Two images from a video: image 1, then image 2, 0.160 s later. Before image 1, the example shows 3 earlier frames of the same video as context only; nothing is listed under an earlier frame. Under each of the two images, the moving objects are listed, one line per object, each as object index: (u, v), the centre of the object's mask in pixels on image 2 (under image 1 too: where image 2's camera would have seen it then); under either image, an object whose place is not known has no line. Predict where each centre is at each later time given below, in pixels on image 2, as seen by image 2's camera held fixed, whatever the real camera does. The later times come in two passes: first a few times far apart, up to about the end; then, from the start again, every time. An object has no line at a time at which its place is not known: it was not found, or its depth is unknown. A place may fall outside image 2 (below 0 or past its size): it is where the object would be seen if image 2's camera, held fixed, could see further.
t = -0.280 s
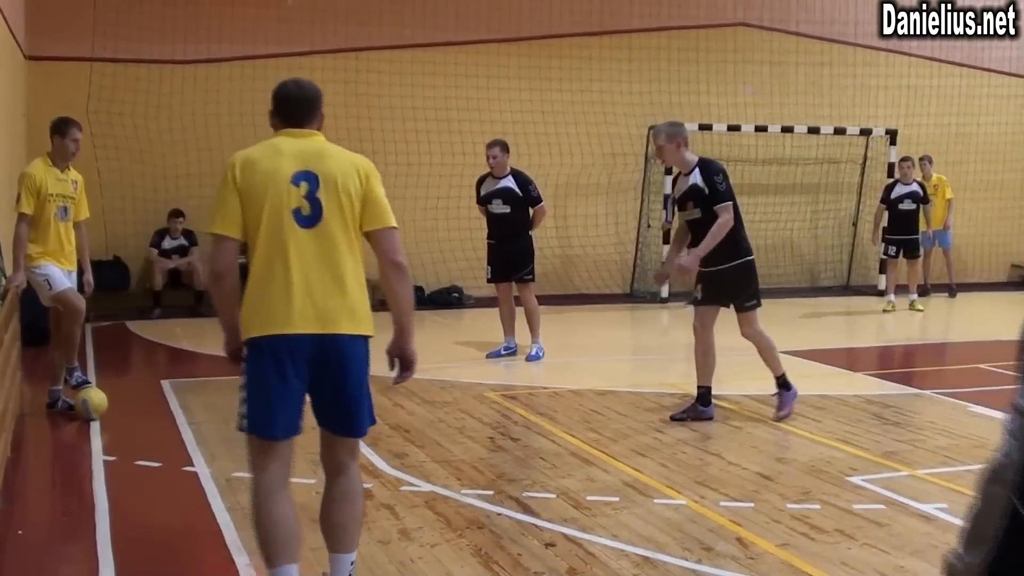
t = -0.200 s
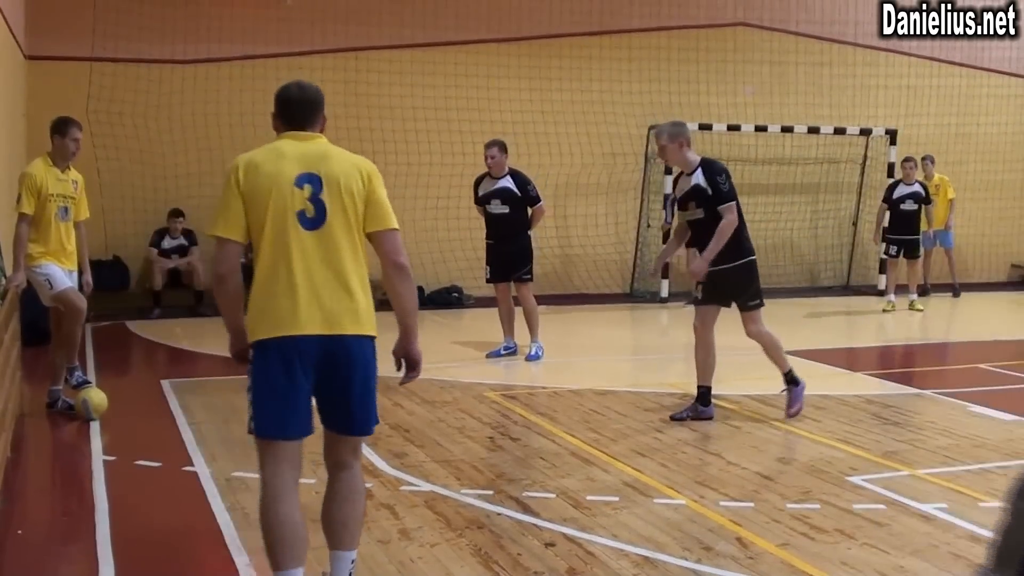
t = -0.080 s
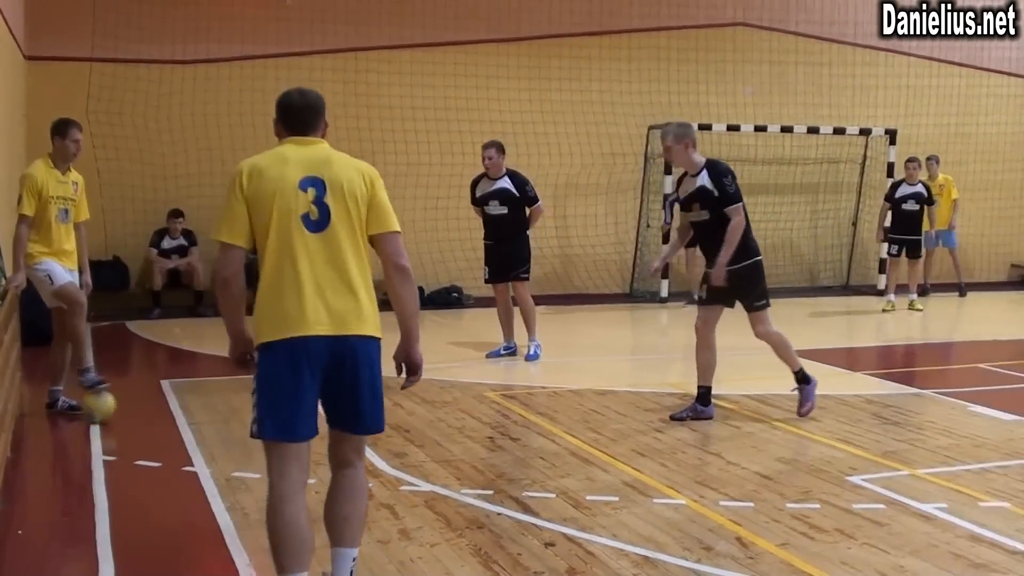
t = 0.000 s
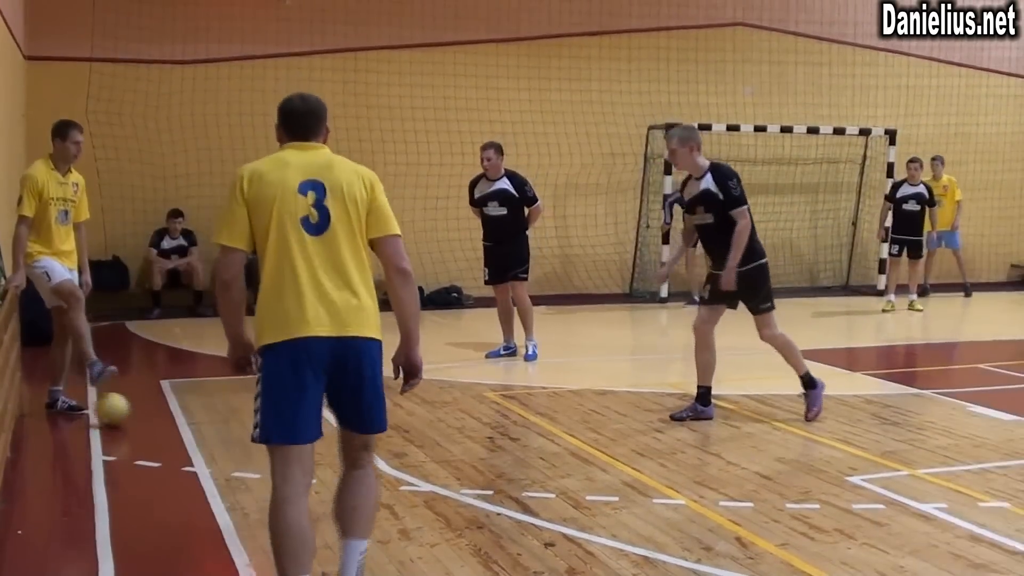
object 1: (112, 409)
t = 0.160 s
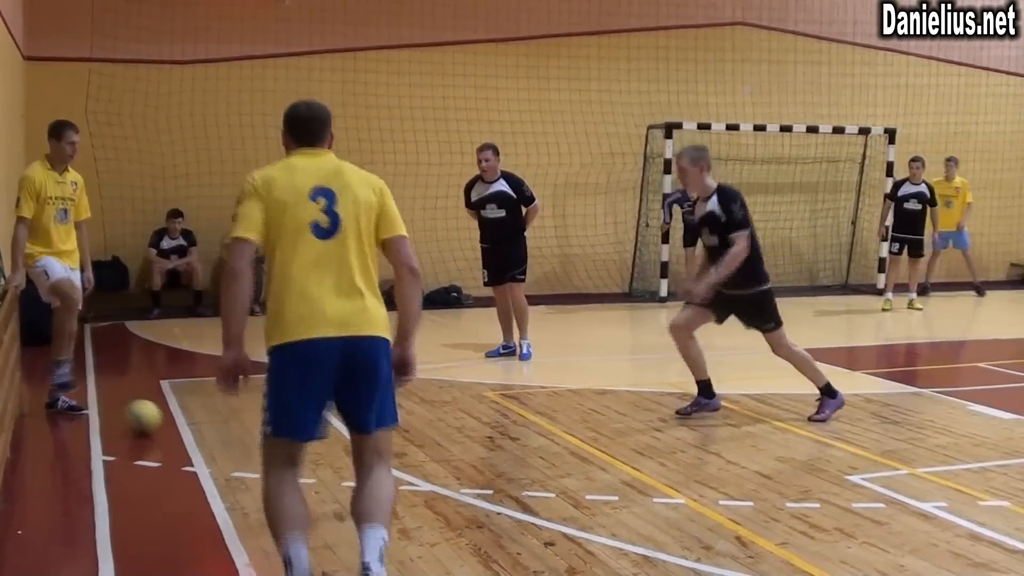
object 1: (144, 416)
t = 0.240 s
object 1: (158, 420)
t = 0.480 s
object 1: (211, 434)
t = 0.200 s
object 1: (152, 418)
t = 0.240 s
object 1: (158, 420)
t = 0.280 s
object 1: (168, 421)
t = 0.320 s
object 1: (176, 424)
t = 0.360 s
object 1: (186, 427)
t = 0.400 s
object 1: (195, 429)
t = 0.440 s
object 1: (201, 432)
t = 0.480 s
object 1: (211, 434)
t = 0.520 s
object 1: (219, 437)
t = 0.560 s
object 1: (230, 438)
